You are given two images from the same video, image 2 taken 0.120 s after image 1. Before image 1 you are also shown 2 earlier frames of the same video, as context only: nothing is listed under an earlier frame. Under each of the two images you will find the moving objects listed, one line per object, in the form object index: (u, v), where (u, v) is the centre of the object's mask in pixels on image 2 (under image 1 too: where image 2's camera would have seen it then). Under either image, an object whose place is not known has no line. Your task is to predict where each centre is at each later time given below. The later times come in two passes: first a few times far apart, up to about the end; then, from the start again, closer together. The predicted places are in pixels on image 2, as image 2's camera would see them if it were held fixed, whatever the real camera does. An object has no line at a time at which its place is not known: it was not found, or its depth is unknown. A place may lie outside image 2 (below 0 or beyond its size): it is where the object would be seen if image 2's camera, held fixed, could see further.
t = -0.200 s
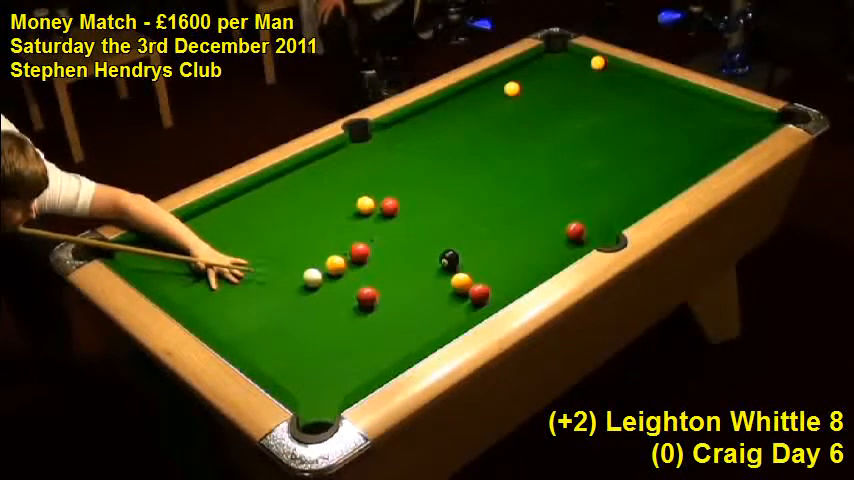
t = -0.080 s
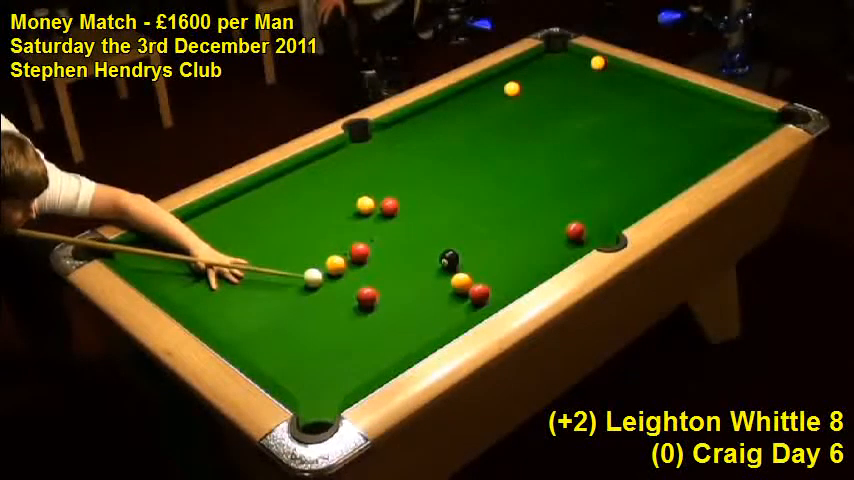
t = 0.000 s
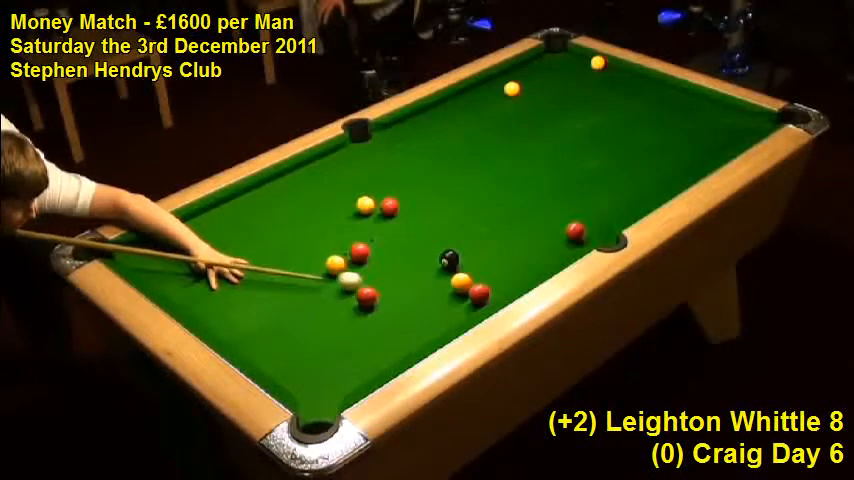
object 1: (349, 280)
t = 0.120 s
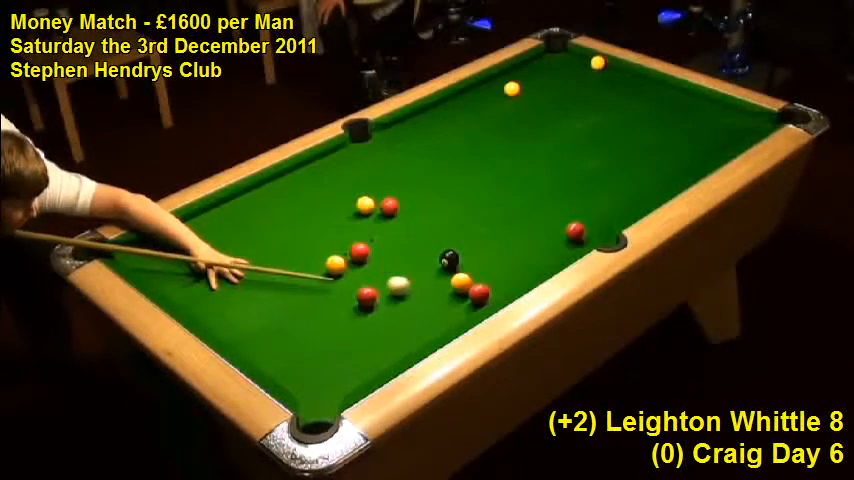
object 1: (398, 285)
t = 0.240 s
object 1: (445, 291)
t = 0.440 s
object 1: (463, 306)
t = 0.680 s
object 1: (425, 294)
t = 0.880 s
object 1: (396, 284)
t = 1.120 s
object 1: (363, 273)
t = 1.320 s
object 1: (351, 268)
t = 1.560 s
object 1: (350, 265)
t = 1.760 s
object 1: (349, 263)
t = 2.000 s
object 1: (349, 262)
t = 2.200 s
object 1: (348, 262)
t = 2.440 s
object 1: (348, 262)
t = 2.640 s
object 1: (348, 262)
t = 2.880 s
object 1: (348, 262)
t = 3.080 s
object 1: (348, 263)
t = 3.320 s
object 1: (348, 263)
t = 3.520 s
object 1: (349, 262)
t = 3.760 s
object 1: (349, 262)
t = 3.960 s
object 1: (348, 262)
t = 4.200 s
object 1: (348, 263)
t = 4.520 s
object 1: (344, 259)
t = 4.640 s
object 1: (349, 263)
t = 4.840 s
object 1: (349, 263)
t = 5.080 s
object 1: (349, 263)
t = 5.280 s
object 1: (349, 263)
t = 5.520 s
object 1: (348, 263)
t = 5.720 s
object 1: (349, 263)
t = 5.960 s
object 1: (348, 263)
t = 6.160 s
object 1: (349, 262)
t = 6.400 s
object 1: (349, 262)
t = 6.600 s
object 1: (349, 263)
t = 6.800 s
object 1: (349, 262)
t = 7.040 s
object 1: (349, 262)
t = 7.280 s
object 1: (348, 262)
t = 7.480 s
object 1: (348, 262)
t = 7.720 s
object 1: (348, 263)
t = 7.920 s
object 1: (348, 263)
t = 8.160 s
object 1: (348, 263)
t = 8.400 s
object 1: (348, 263)
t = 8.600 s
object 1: (348, 263)
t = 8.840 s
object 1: (348, 263)
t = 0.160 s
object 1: (414, 287)
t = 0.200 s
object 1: (431, 289)
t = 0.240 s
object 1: (445, 291)
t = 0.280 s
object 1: (452, 297)
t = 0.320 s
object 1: (459, 301)
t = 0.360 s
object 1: (465, 305)
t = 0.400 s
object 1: (470, 307)
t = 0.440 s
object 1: (463, 306)
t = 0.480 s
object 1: (457, 304)
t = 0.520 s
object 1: (451, 302)
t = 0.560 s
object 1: (444, 300)
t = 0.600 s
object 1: (437, 298)
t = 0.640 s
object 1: (431, 296)
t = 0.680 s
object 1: (425, 294)
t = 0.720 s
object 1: (419, 292)
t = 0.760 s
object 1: (413, 289)
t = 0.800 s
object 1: (407, 288)
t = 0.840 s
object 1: (402, 286)
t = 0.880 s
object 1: (396, 284)
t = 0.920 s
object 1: (390, 282)
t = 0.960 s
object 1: (385, 280)
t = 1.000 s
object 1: (380, 278)
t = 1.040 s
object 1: (374, 276)
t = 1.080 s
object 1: (368, 274)
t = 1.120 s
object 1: (363, 273)
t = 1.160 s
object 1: (358, 271)
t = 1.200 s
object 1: (353, 269)
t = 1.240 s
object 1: (352, 269)
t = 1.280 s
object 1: (352, 268)
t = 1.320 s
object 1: (351, 268)
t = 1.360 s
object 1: (351, 267)
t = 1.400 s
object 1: (351, 267)
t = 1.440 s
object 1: (351, 266)
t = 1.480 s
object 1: (350, 266)
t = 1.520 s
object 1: (350, 265)
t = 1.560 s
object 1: (350, 265)
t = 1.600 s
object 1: (350, 265)
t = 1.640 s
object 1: (349, 264)
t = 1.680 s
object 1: (349, 264)
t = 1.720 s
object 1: (349, 264)
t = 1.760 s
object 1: (349, 263)
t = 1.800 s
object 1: (349, 263)
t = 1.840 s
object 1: (348, 262)
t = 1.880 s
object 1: (349, 262)
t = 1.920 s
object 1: (348, 263)
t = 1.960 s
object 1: (348, 263)
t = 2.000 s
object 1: (349, 262)
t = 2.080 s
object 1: (348, 262)
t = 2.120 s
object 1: (348, 262)
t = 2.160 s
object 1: (348, 263)
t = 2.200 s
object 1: (348, 262)
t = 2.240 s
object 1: (348, 262)
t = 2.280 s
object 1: (348, 263)
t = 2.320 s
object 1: (348, 262)
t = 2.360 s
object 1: (348, 262)
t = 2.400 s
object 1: (348, 262)
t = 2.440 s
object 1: (348, 262)
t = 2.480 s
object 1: (348, 262)
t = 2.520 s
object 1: (348, 262)
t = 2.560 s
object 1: (348, 263)
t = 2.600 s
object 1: (348, 262)
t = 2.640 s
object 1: (348, 262)
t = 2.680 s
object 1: (349, 262)
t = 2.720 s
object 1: (348, 262)
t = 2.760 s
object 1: (348, 263)
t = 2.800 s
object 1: (348, 262)
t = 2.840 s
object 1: (348, 263)
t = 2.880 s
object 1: (348, 262)
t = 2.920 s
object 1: (348, 263)
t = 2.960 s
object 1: (348, 263)
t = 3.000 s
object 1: (348, 263)
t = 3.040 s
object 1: (348, 263)
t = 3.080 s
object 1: (348, 263)
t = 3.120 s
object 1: (349, 262)
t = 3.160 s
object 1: (349, 262)
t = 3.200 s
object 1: (348, 263)
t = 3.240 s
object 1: (348, 263)
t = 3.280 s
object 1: (348, 263)
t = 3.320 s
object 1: (348, 263)
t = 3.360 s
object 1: (348, 263)
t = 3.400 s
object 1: (349, 262)
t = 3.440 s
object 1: (348, 263)
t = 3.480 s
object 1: (349, 262)
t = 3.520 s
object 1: (349, 262)
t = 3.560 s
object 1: (349, 262)
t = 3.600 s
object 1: (349, 262)
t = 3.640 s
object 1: (349, 262)
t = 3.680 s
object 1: (349, 262)
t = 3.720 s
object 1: (349, 262)
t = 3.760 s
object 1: (349, 262)
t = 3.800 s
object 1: (349, 262)
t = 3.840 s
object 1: (349, 262)
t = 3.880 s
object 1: (349, 262)
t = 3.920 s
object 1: (349, 262)
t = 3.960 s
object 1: (348, 262)
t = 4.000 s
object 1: (349, 262)
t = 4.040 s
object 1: (348, 263)
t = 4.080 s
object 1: (348, 263)
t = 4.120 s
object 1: (349, 262)
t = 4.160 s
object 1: (348, 263)
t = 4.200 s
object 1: (348, 263)
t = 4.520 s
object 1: (344, 259)
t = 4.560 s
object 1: (349, 263)
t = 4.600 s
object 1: (349, 262)
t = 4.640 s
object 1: (349, 263)
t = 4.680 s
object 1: (349, 263)
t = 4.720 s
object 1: (349, 263)
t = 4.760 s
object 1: (348, 263)
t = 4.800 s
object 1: (349, 263)
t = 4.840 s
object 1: (349, 263)
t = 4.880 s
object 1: (349, 263)
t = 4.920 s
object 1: (348, 263)
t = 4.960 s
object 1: (349, 263)
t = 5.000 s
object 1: (349, 263)
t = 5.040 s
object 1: (349, 263)
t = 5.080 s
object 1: (349, 263)
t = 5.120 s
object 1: (349, 263)
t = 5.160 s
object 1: (349, 263)
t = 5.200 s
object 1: (349, 263)
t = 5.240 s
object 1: (349, 263)
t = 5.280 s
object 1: (349, 263)
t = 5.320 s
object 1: (348, 263)
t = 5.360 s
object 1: (348, 263)
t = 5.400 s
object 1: (348, 263)
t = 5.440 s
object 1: (348, 263)
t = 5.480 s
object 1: (348, 263)
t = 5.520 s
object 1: (348, 263)
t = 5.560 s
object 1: (349, 262)
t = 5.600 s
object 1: (349, 263)
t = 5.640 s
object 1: (349, 262)
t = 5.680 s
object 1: (349, 263)
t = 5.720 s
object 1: (349, 263)
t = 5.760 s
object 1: (349, 262)
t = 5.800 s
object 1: (348, 263)
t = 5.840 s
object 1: (349, 262)
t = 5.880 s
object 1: (349, 262)
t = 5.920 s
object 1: (348, 263)
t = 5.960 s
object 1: (348, 263)
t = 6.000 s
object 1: (348, 263)
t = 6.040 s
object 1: (348, 263)
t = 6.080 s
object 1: (348, 263)
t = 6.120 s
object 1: (348, 263)
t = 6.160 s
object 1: (349, 262)
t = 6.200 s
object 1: (348, 263)
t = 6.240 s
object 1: (349, 262)
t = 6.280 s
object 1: (349, 263)
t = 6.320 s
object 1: (349, 262)
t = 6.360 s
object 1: (349, 263)
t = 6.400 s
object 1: (349, 262)
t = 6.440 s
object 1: (349, 262)
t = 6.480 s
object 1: (349, 263)
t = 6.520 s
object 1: (349, 262)
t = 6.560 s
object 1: (349, 262)
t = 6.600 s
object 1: (349, 263)
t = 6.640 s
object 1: (348, 263)
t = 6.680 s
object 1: (348, 263)
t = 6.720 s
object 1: (349, 262)
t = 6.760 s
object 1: (348, 263)
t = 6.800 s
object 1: (349, 262)
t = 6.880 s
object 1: (348, 263)
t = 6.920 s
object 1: (349, 262)
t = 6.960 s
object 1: (348, 263)
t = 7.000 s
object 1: (348, 263)
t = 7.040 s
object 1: (349, 262)
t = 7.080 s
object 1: (348, 263)
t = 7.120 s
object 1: (349, 262)
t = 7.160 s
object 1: (348, 263)
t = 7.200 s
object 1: (348, 262)
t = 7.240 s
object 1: (348, 262)
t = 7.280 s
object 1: (348, 262)
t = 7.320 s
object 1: (348, 263)
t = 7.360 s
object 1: (348, 262)
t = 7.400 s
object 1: (348, 262)
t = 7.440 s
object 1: (348, 262)
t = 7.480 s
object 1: (348, 262)
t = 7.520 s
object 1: (349, 262)
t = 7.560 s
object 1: (348, 262)
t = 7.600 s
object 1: (349, 262)
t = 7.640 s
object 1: (348, 263)
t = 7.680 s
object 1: (348, 262)
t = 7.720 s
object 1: (348, 263)
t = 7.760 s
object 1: (348, 263)
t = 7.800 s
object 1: (348, 263)
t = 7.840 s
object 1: (348, 263)
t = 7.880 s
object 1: (348, 262)
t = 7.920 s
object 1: (348, 263)
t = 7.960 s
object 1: (348, 263)
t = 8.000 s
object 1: (348, 263)
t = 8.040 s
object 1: (348, 263)
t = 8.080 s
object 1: (348, 263)
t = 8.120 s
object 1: (348, 263)
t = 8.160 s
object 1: (348, 263)
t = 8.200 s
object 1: (348, 263)
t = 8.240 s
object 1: (348, 263)
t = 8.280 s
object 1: (348, 263)
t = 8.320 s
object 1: (348, 263)
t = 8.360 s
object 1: (348, 263)
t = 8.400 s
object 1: (348, 263)
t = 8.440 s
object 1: (348, 263)
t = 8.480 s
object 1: (348, 263)
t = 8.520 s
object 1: (348, 263)
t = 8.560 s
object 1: (348, 263)
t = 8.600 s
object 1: (348, 263)
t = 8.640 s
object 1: (349, 262)
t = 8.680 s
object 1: (349, 262)
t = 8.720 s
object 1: (348, 263)
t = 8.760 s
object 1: (348, 263)
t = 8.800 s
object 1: (348, 263)
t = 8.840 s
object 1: (348, 263)
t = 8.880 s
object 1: (349, 262)
